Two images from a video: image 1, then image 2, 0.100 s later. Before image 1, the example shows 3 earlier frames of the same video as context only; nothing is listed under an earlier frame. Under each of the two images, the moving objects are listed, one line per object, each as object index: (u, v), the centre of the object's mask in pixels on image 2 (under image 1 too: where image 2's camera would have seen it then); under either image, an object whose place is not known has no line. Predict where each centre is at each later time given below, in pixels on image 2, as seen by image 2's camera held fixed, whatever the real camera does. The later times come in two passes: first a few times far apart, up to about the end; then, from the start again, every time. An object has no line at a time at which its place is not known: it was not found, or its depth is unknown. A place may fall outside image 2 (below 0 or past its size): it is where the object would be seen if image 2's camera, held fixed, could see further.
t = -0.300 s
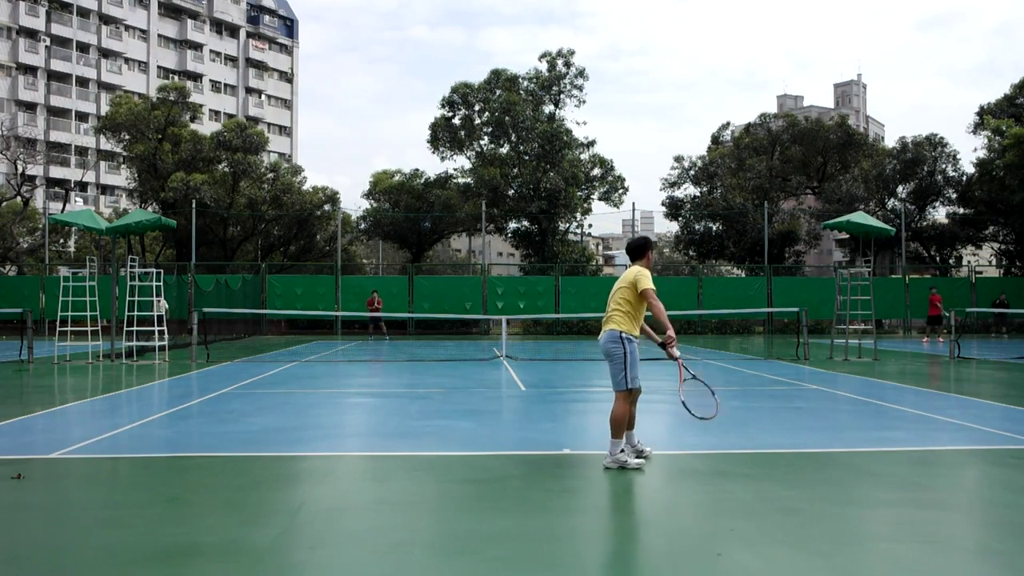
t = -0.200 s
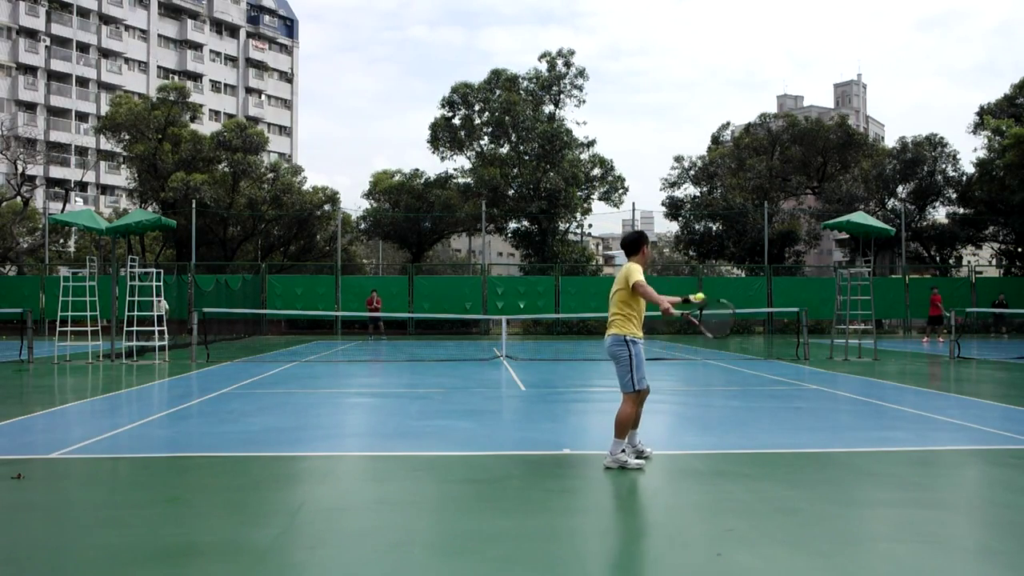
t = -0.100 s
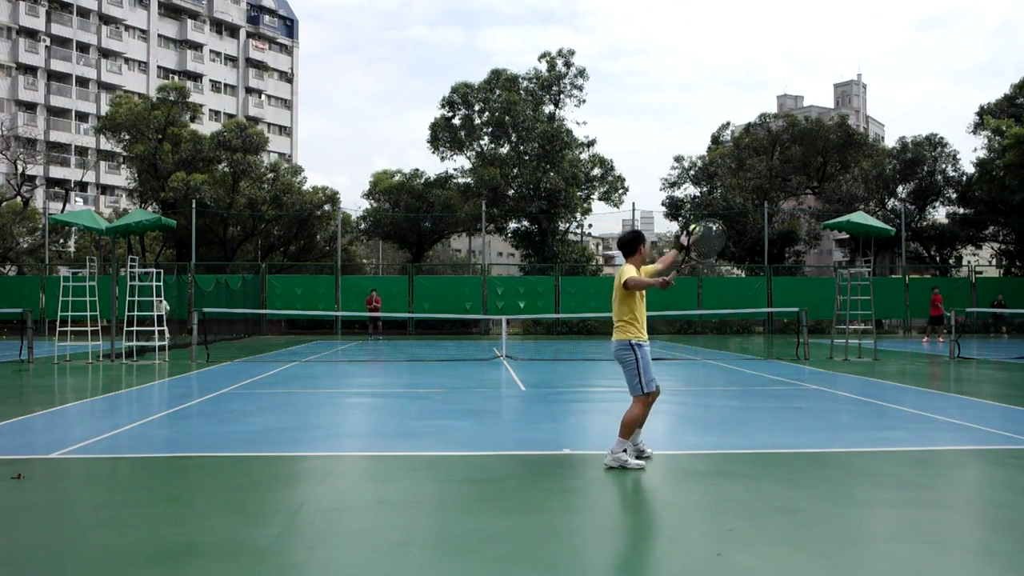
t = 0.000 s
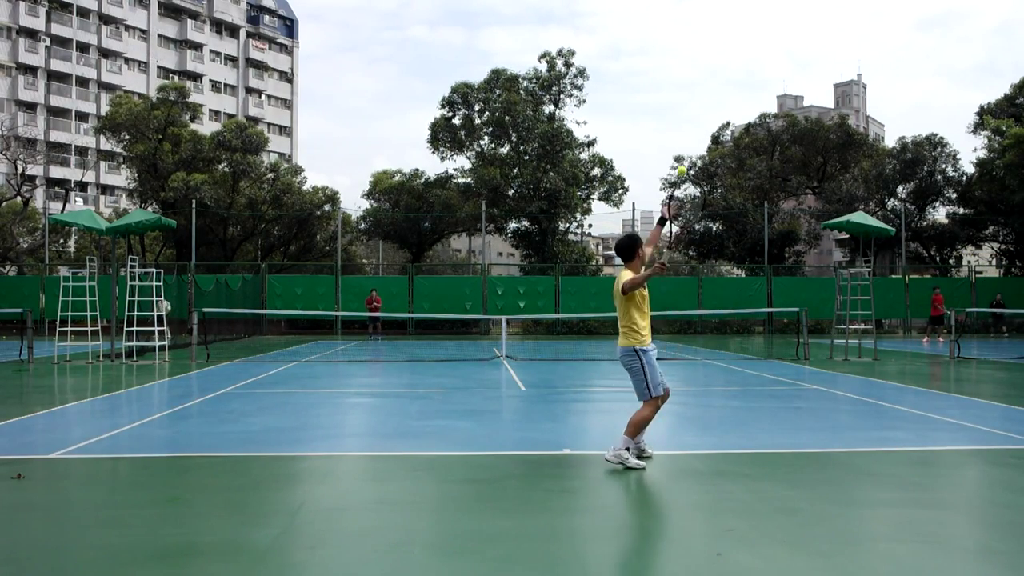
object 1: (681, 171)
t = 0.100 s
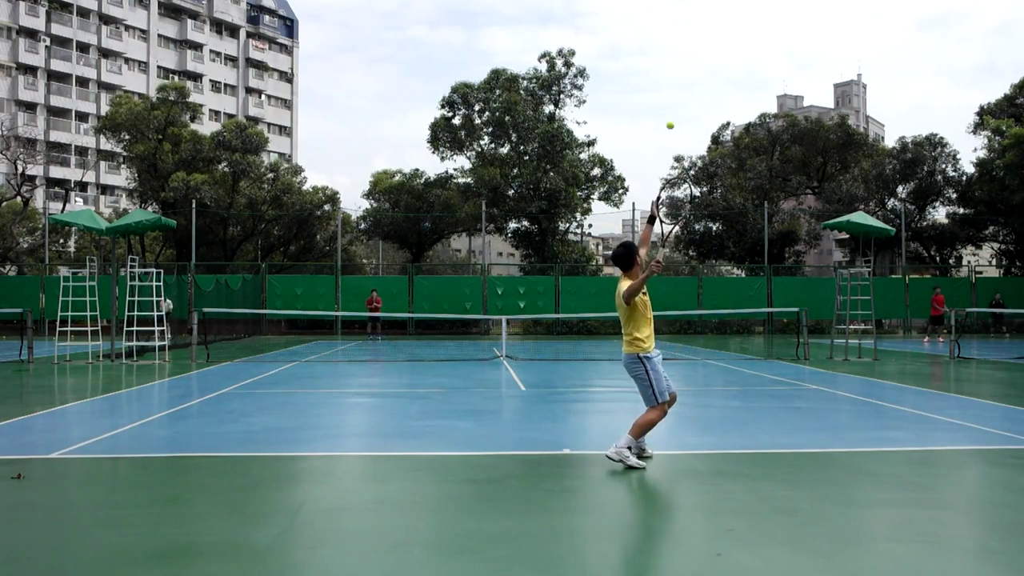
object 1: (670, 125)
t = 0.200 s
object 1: (658, 91)
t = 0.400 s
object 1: (635, 61)
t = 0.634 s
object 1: (609, 86)
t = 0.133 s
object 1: (666, 113)
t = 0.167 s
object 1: (662, 102)
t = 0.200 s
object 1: (658, 91)
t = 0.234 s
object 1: (654, 83)
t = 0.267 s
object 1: (650, 76)
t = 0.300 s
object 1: (646, 70)
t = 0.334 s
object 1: (643, 65)
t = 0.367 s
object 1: (639, 62)
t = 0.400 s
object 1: (635, 61)
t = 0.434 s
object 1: (631, 61)
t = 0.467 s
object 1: (627, 61)
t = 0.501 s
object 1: (623, 63)
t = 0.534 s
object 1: (620, 67)
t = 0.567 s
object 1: (616, 72)
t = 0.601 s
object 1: (612, 78)
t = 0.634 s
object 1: (609, 86)
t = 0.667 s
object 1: (605, 95)
